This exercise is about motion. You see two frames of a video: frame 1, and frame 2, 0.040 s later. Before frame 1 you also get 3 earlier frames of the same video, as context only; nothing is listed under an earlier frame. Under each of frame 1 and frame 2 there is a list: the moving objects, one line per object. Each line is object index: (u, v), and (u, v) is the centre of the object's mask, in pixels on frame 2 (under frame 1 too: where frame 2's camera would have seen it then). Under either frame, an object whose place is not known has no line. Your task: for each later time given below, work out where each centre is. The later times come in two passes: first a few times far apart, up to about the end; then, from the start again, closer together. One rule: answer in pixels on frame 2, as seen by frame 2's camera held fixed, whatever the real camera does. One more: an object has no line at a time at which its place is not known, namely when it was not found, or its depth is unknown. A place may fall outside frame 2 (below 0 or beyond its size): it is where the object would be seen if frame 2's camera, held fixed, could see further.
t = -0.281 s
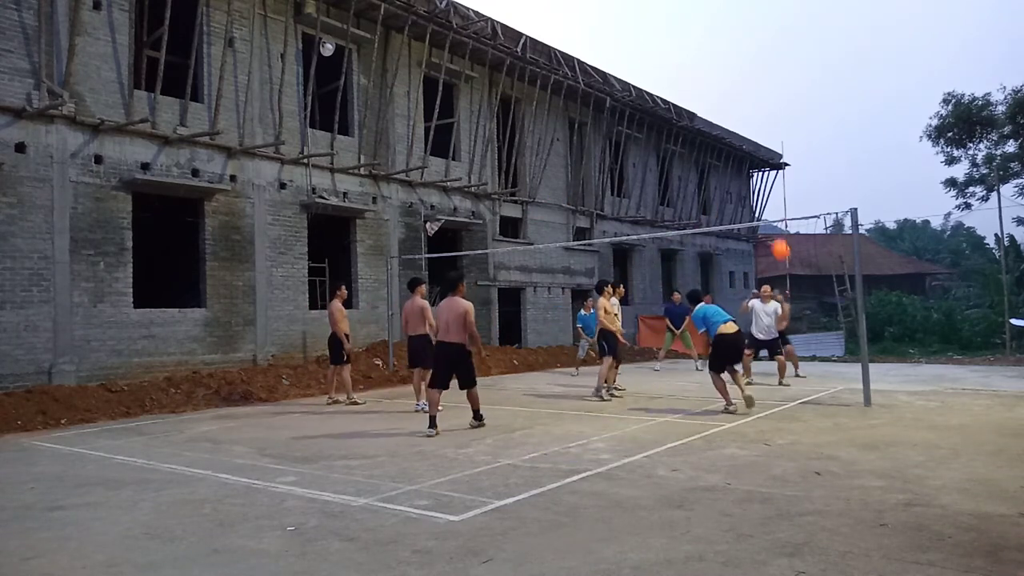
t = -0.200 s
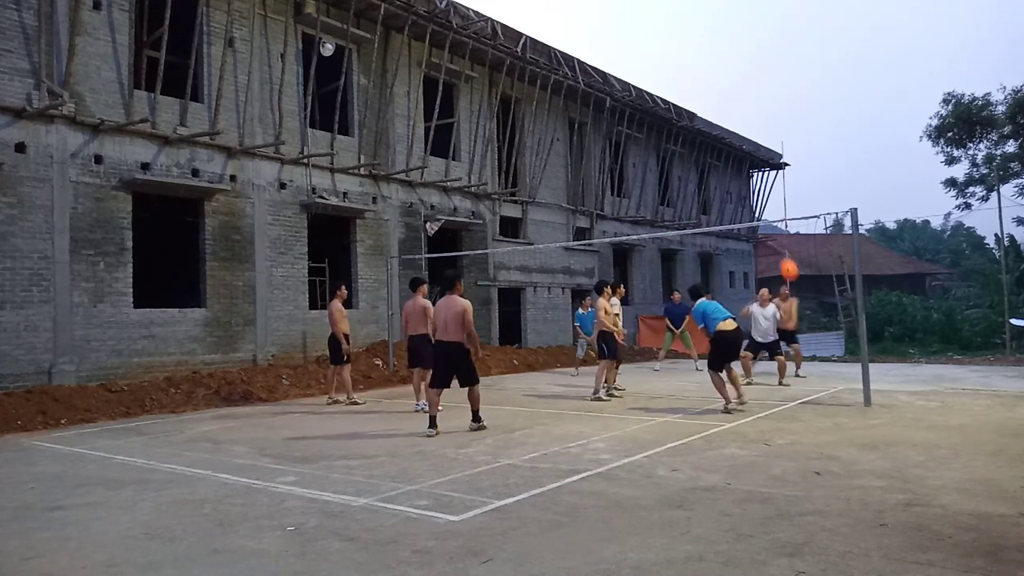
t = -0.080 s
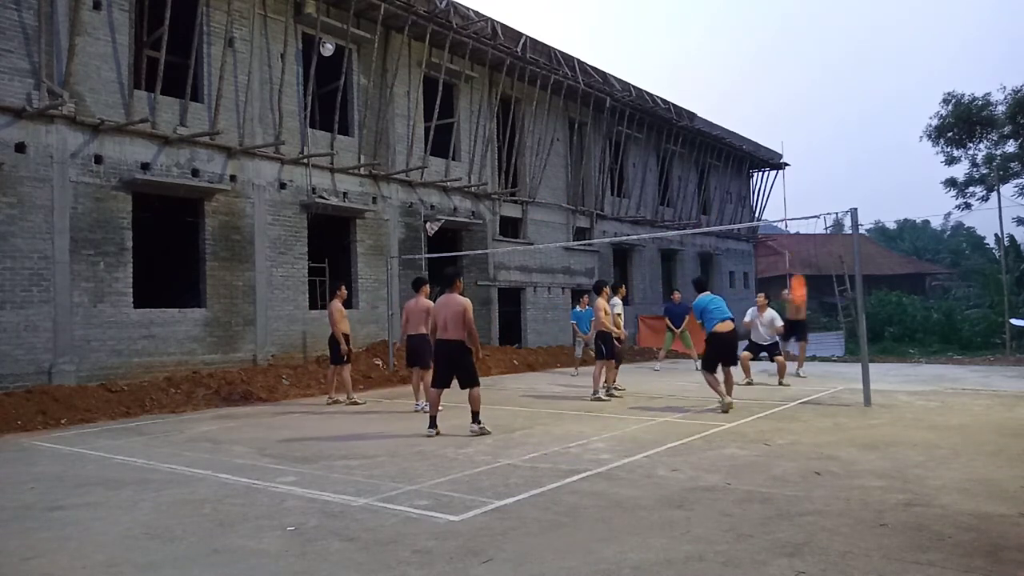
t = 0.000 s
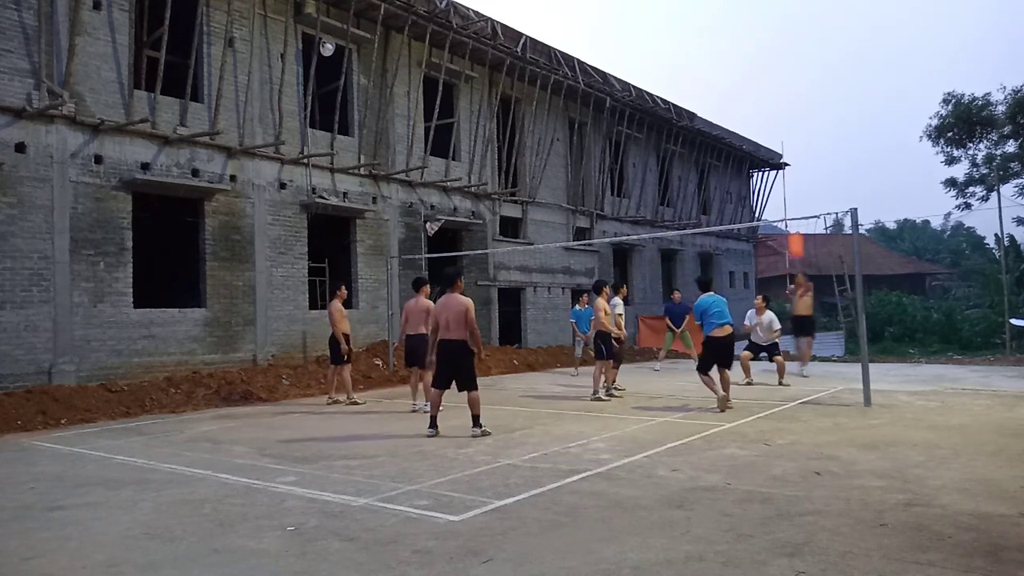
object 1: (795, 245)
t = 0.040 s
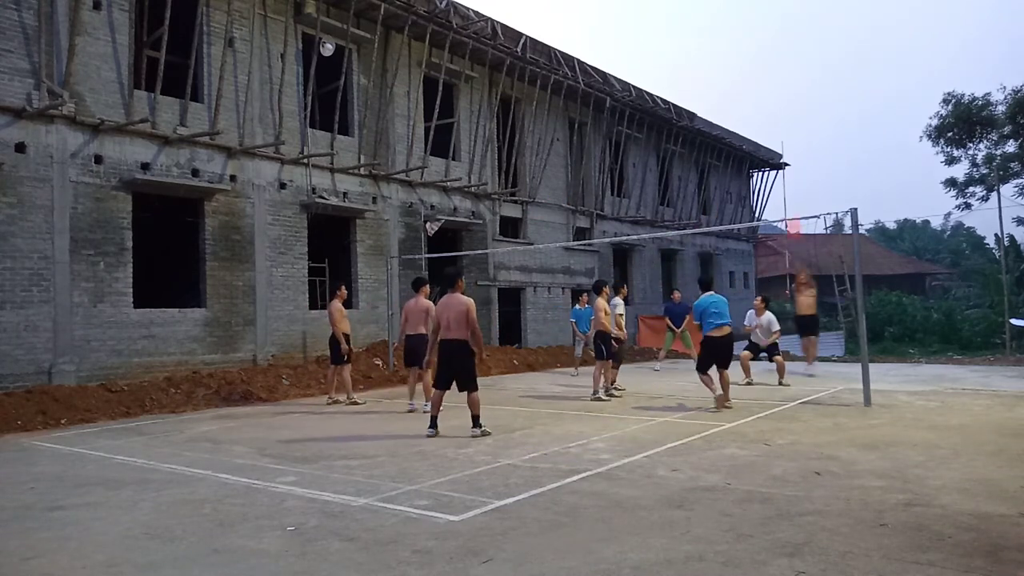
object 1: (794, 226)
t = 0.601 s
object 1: (787, 35)
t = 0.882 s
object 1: (787, 8)
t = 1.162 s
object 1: (790, 29)
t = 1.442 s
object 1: (794, 101)
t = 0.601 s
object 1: (787, 35)
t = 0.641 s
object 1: (787, 28)
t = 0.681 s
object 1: (787, 22)
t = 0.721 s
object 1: (787, 18)
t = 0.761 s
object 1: (787, 14)
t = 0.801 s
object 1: (787, 11)
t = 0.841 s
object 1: (787, 9)
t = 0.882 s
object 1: (787, 8)
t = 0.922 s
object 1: (787, 8)
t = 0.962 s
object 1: (788, 9)
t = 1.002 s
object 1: (788, 11)
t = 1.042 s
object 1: (789, 14)
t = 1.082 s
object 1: (789, 18)
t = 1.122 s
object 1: (789, 23)
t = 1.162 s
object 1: (790, 29)
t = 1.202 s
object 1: (790, 36)
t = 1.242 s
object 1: (791, 44)
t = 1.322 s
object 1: (792, 64)
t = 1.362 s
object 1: (793, 75)
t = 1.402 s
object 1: (794, 87)
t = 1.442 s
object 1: (794, 101)
